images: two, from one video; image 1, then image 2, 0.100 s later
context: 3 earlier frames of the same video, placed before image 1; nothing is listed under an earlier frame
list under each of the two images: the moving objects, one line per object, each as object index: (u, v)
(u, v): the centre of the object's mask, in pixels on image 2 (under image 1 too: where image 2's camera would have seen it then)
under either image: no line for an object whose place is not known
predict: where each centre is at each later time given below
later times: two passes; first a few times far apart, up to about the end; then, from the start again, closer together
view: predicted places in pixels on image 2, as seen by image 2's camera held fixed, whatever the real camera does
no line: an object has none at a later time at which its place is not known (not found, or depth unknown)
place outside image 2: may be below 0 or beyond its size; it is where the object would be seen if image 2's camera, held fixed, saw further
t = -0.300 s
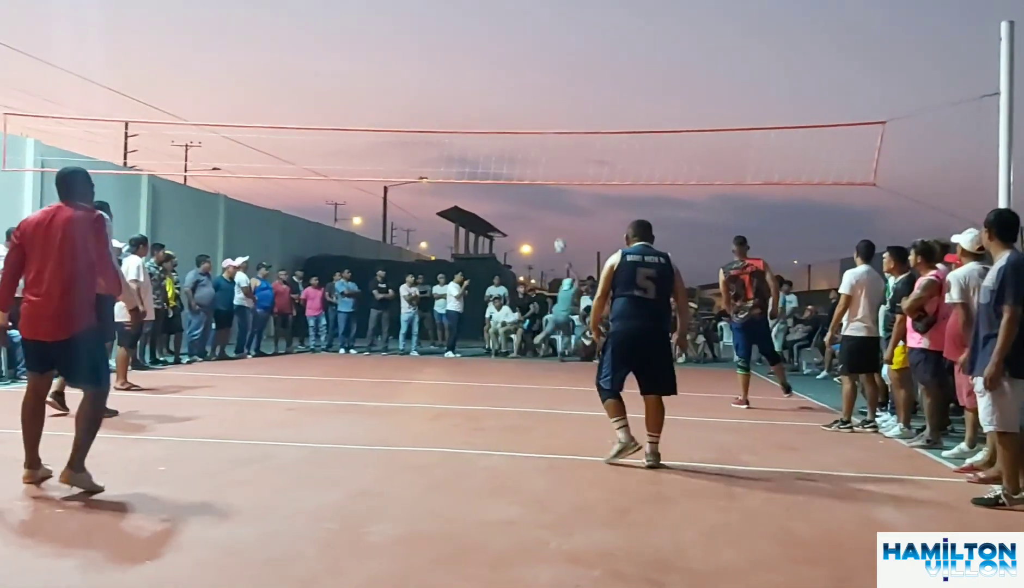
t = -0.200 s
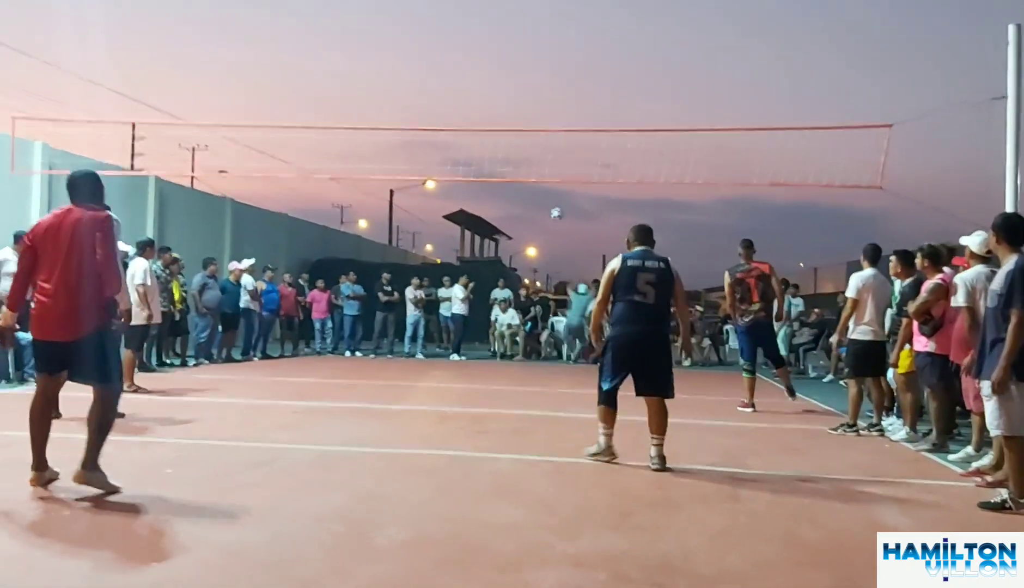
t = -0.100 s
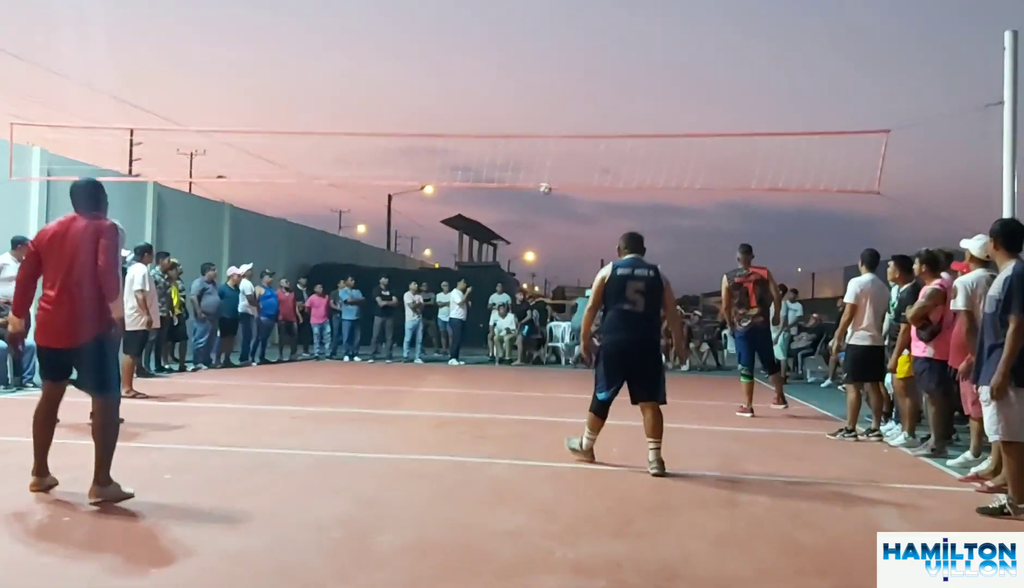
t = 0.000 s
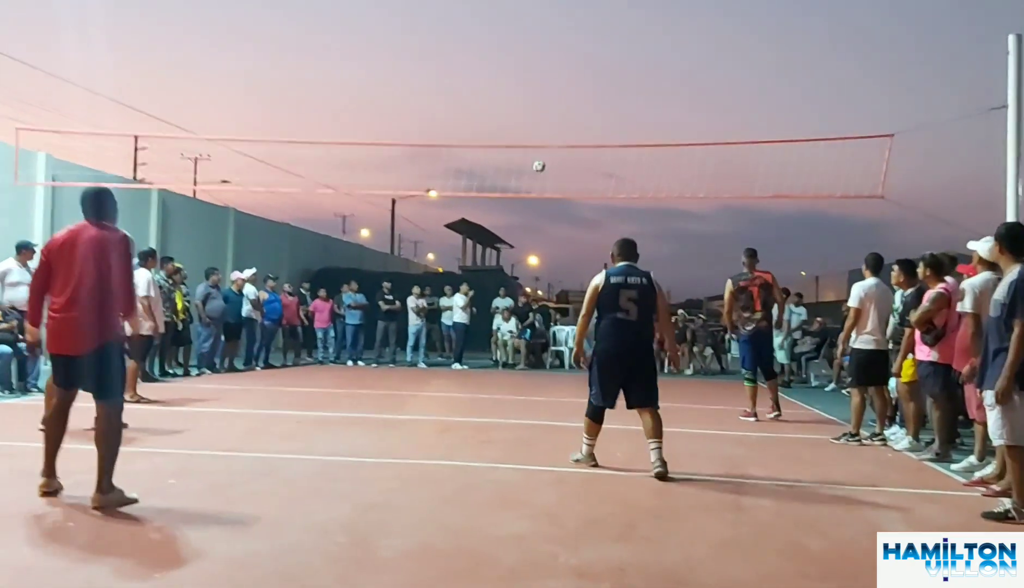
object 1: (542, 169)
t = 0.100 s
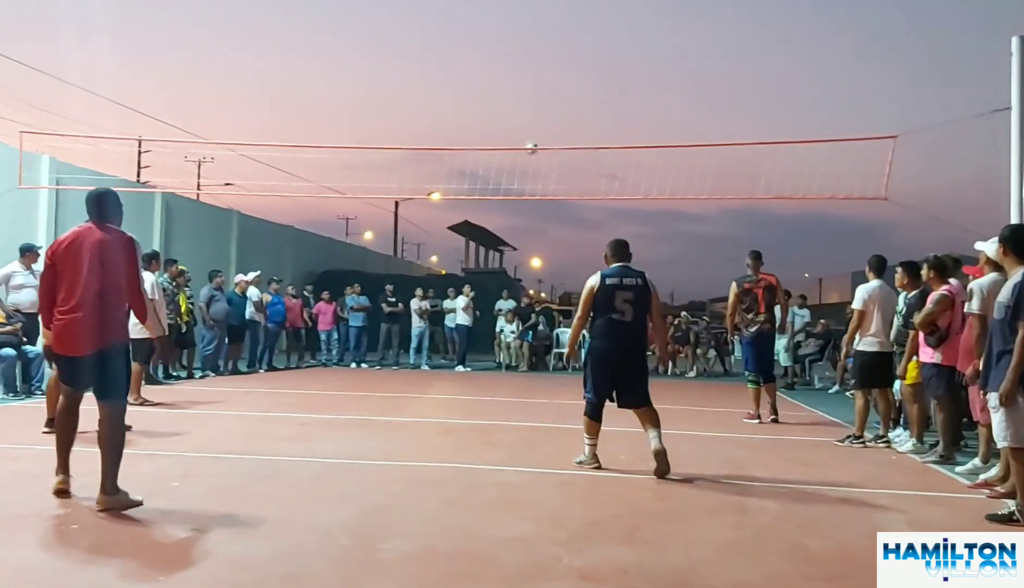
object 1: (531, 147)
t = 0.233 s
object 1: (516, 127)
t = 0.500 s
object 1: (482, 118)
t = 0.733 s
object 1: (449, 147)
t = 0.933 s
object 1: (417, 203)
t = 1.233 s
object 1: (367, 348)
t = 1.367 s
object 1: (343, 348)
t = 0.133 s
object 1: (527, 141)
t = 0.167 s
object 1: (523, 136)
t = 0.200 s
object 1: (520, 131)
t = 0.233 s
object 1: (516, 127)
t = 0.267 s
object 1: (511, 124)
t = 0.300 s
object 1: (507, 121)
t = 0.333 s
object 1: (503, 119)
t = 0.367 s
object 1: (499, 117)
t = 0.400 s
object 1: (495, 117)
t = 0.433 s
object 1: (491, 116)
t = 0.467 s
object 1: (486, 117)
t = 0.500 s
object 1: (482, 118)
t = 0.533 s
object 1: (477, 120)
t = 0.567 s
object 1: (473, 122)
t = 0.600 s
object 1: (467, 125)
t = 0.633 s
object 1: (463, 130)
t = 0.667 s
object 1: (458, 134)
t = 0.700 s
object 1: (454, 140)
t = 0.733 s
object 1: (449, 147)
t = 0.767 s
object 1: (443, 153)
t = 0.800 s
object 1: (438, 161)
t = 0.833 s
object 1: (433, 170)
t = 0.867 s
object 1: (428, 179)
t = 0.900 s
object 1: (422, 189)
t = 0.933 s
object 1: (417, 203)
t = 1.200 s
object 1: (372, 329)
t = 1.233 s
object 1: (367, 348)
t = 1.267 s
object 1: (360, 368)
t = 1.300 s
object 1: (354, 378)
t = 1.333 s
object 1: (349, 362)
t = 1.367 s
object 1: (343, 348)
